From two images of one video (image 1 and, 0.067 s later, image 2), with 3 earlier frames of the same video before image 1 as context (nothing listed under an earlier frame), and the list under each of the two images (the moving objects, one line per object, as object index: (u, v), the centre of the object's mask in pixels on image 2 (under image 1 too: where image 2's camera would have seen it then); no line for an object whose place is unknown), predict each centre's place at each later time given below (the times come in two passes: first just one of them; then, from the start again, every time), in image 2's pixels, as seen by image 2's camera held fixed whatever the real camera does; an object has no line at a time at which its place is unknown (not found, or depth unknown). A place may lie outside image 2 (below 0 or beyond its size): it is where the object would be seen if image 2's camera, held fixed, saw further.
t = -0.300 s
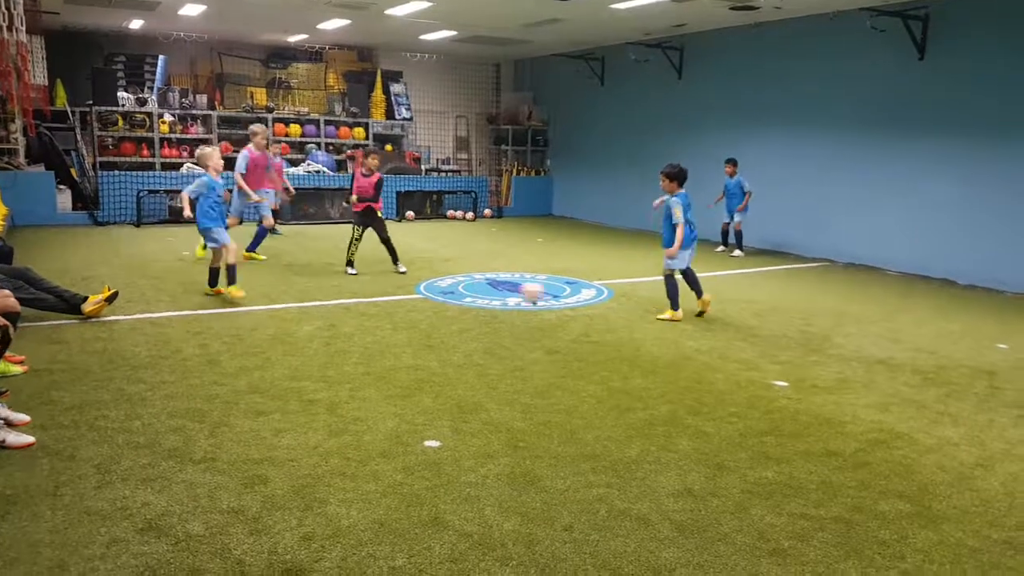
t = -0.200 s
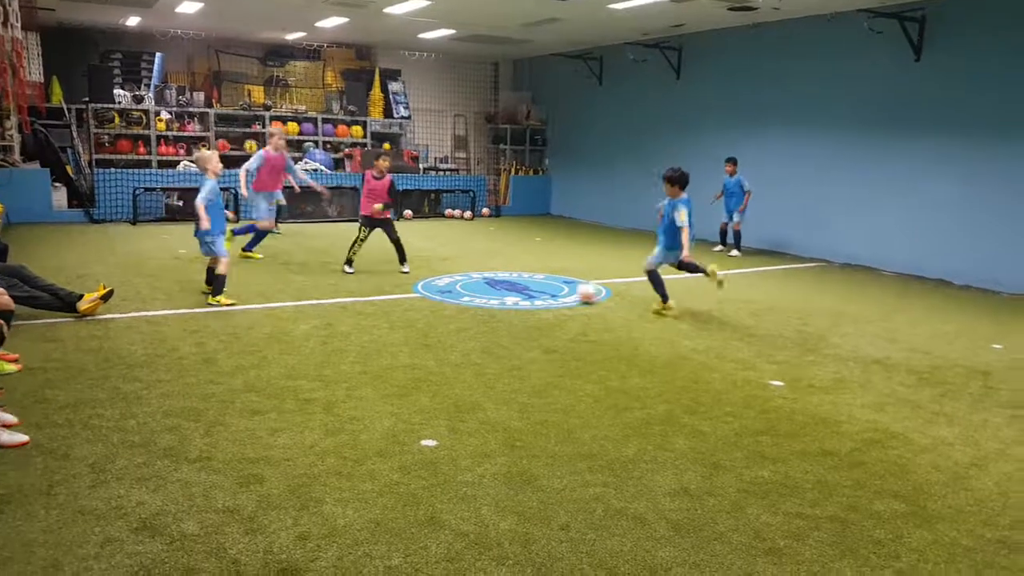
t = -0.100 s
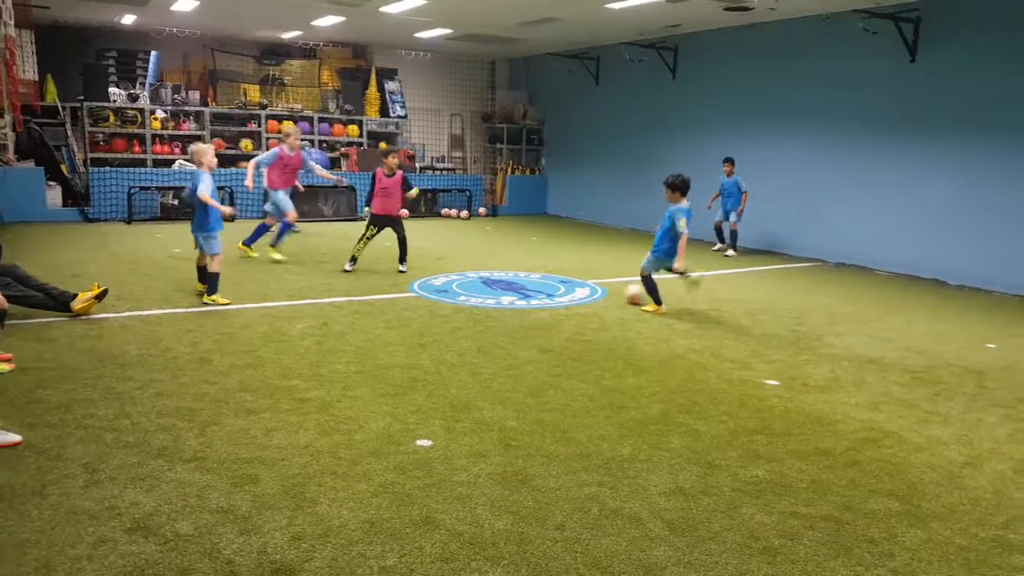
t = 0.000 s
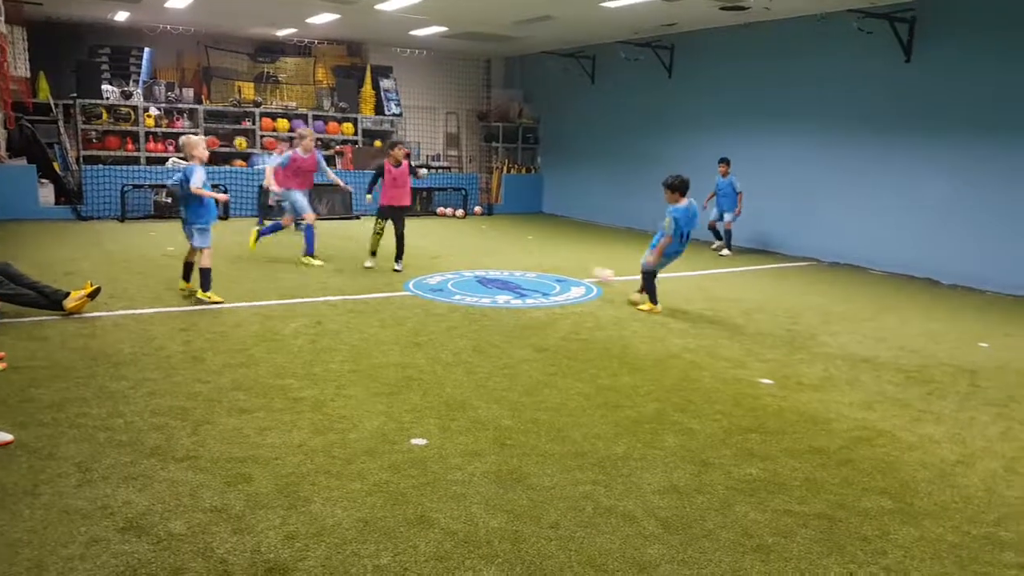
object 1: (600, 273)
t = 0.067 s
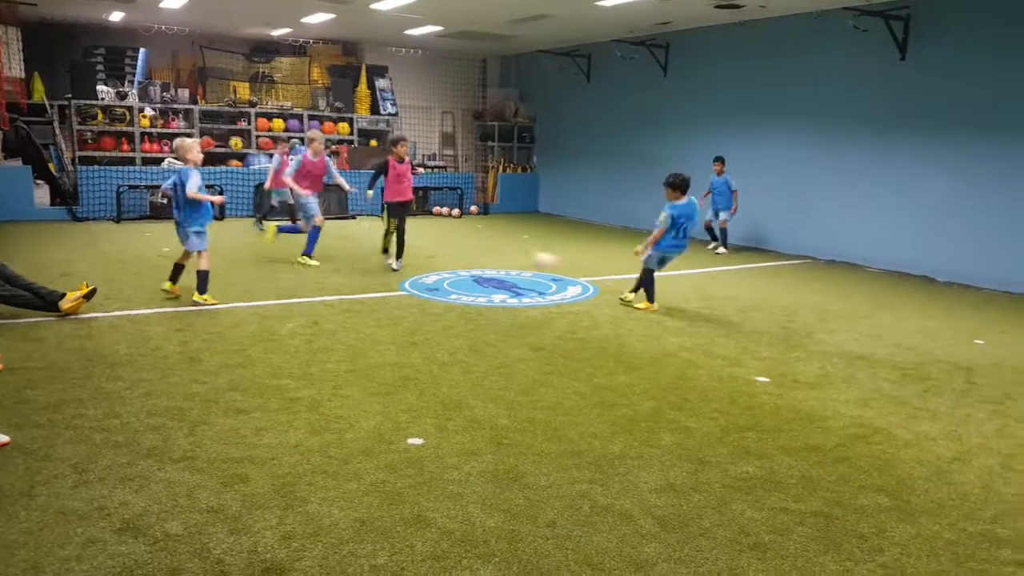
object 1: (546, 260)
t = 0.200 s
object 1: (448, 245)
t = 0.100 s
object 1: (525, 258)
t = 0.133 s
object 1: (498, 250)
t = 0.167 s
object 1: (470, 247)
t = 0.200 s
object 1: (448, 245)
